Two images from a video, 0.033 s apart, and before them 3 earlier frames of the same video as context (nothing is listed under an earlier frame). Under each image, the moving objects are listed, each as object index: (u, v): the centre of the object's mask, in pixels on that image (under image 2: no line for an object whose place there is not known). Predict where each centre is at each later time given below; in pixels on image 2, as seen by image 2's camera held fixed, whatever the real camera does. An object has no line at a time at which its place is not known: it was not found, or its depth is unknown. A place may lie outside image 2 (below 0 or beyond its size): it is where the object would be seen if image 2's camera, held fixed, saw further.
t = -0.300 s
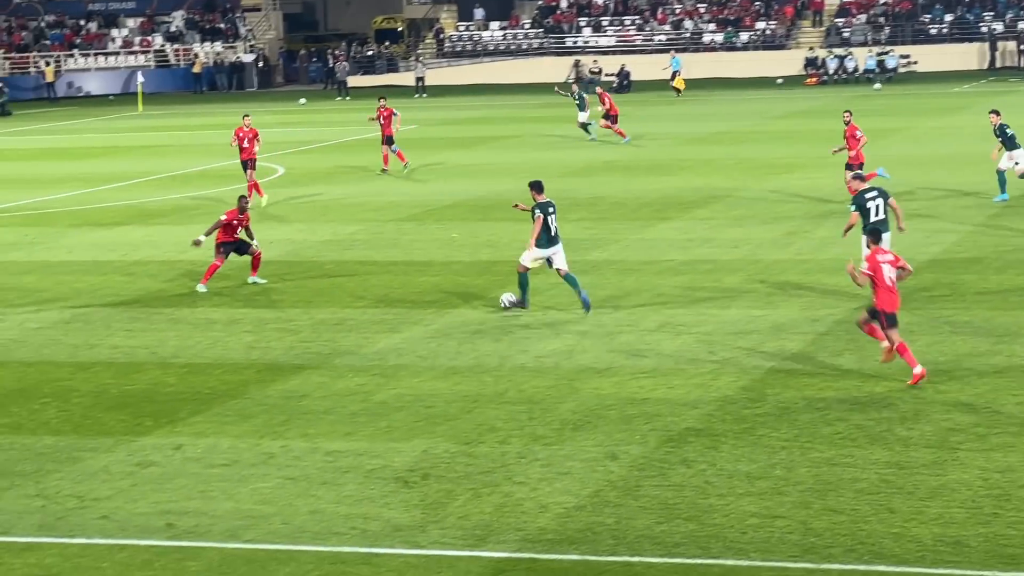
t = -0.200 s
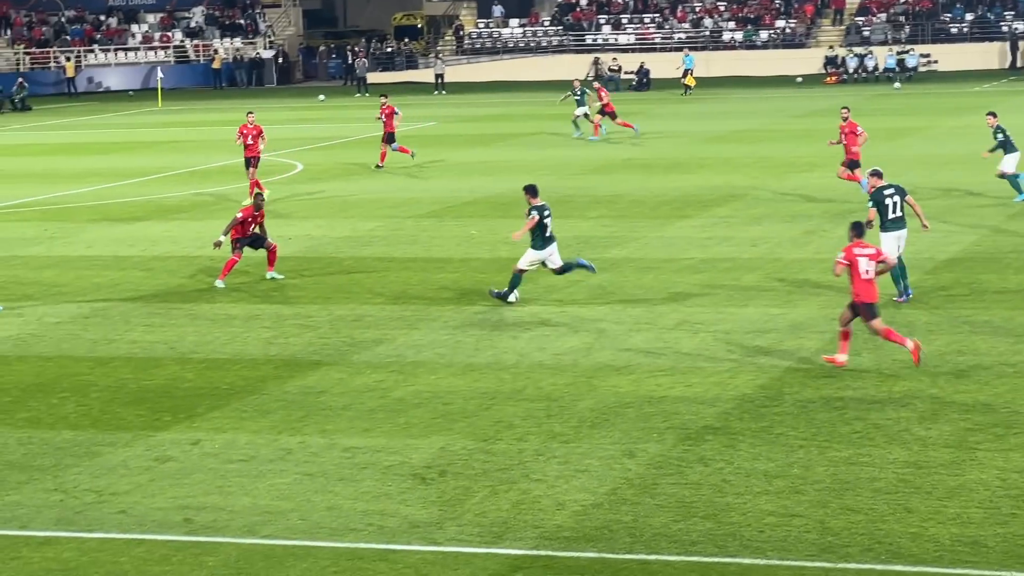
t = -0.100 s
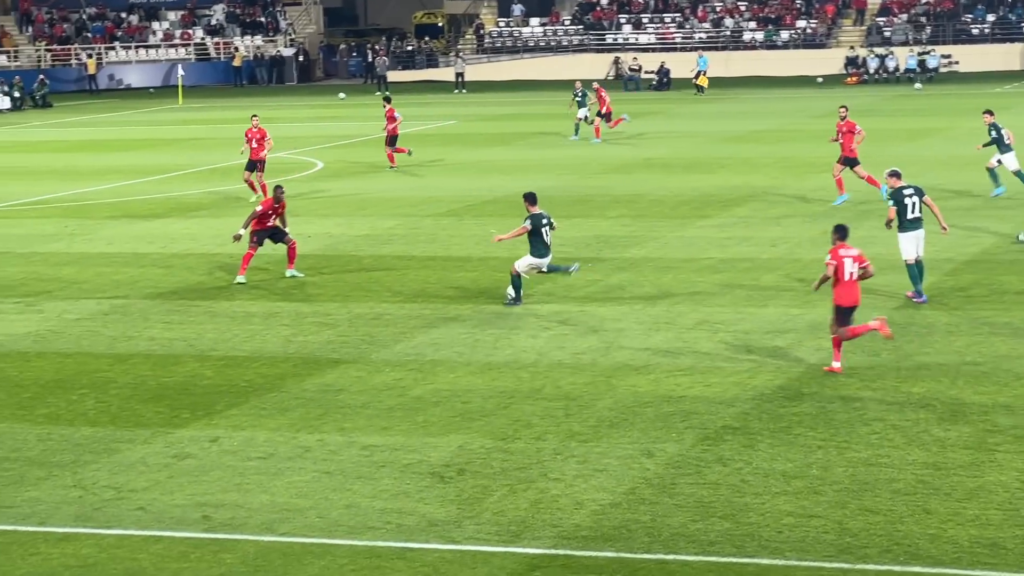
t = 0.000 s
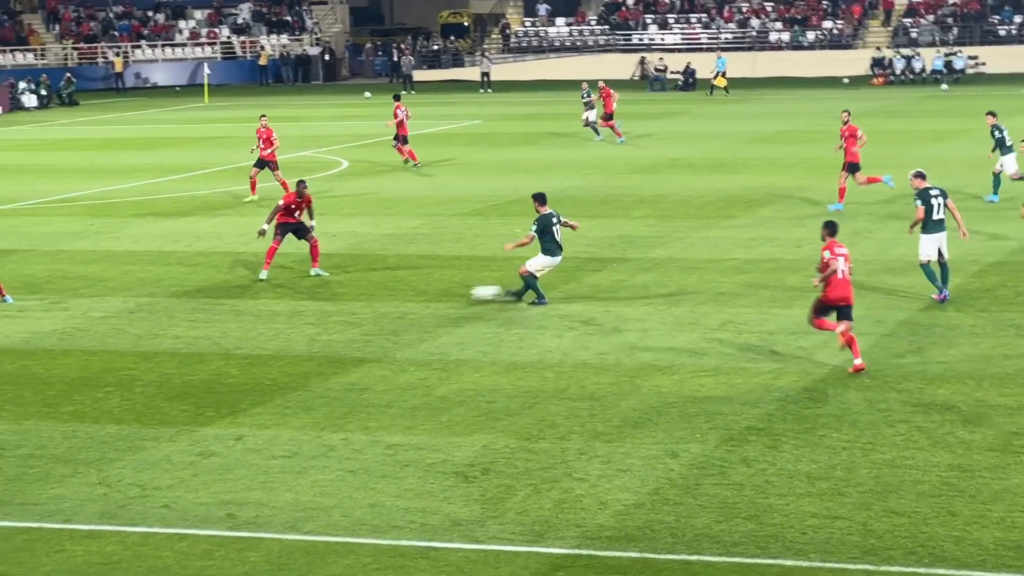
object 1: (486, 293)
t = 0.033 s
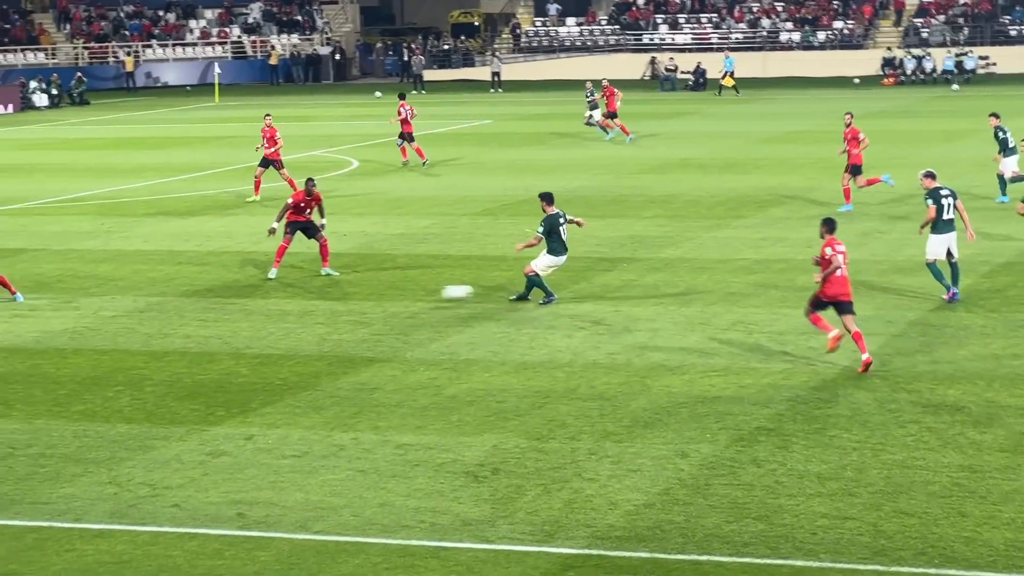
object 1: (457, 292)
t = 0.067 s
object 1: (419, 292)
